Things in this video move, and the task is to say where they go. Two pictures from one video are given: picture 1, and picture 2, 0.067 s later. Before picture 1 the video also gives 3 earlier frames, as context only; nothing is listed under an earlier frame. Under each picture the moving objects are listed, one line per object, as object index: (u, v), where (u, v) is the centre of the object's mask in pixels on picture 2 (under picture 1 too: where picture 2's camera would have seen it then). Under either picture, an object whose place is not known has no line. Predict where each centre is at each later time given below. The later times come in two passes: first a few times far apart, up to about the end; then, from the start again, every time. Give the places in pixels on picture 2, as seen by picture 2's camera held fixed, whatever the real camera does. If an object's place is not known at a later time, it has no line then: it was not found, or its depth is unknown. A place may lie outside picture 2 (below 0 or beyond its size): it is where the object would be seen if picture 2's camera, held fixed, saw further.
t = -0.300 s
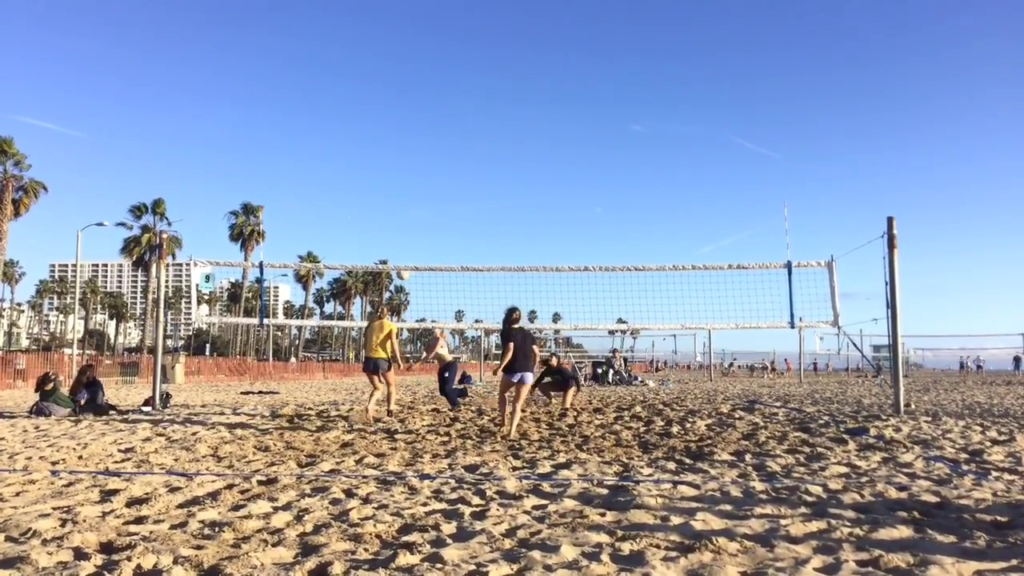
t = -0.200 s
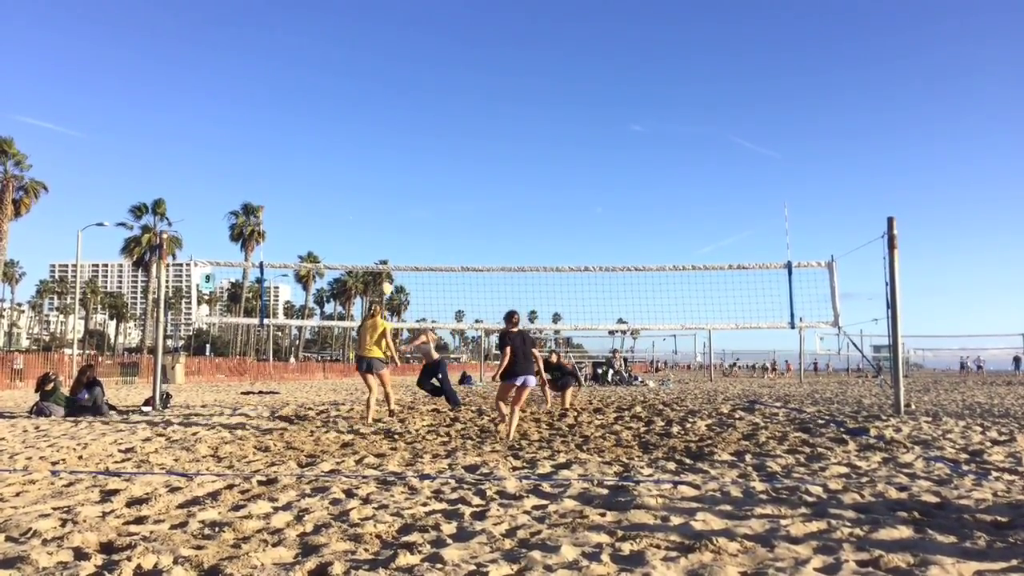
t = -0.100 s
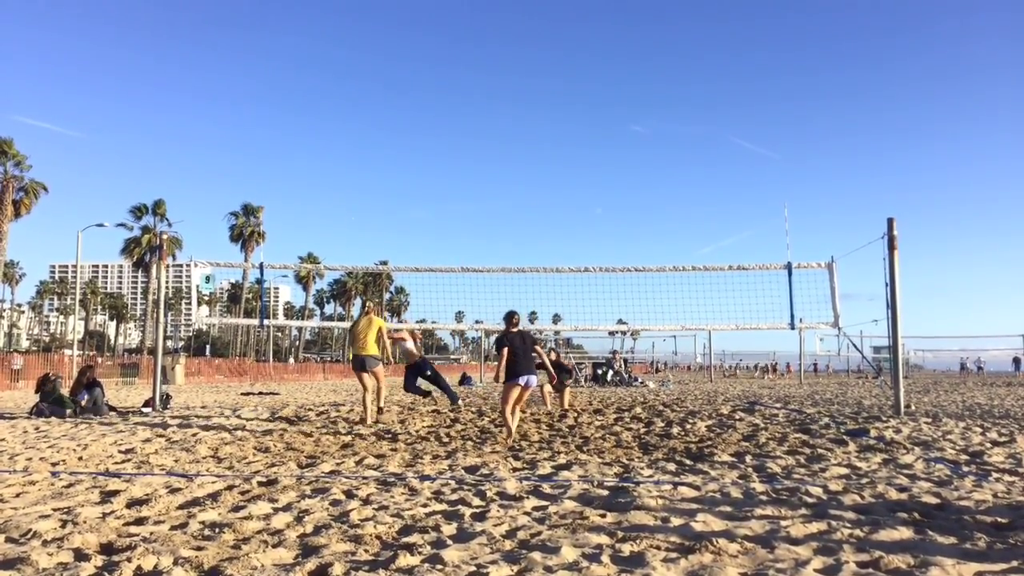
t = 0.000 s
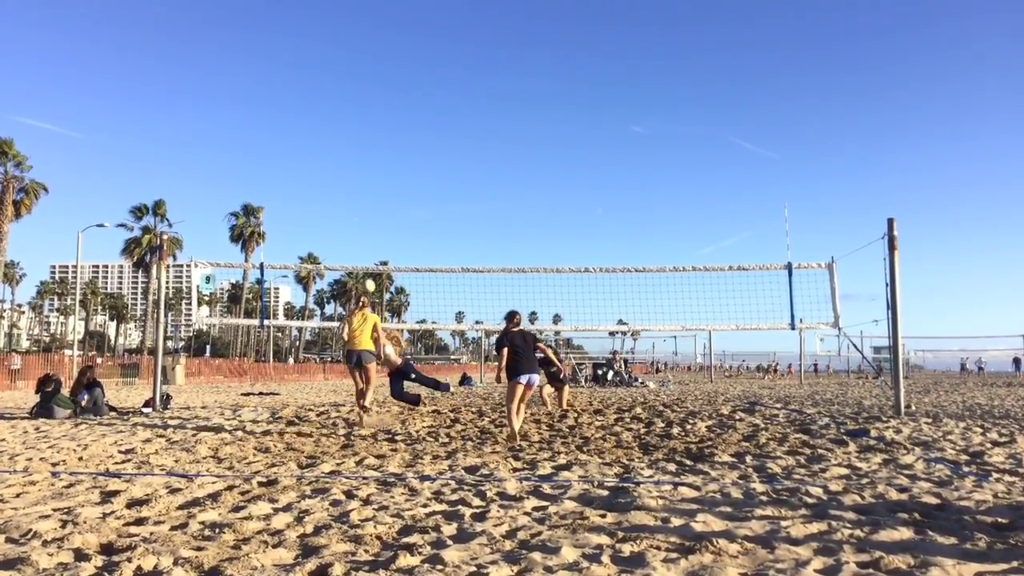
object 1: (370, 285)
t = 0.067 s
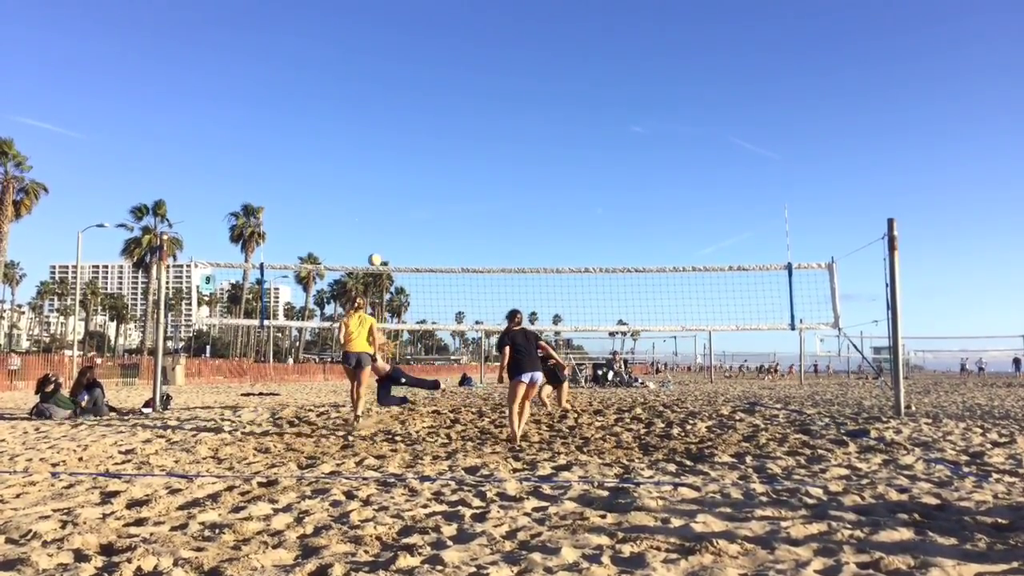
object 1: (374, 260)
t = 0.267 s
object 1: (392, 200)
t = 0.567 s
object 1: (414, 156)
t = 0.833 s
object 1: (429, 159)
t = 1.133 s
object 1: (443, 207)
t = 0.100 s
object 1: (377, 248)
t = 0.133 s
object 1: (381, 237)
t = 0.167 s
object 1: (383, 227)
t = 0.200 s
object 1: (386, 217)
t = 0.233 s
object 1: (389, 208)
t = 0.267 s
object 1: (392, 200)
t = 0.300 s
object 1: (395, 192)
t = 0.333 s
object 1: (398, 185)
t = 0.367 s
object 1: (400, 179)
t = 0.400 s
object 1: (403, 173)
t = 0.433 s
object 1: (405, 169)
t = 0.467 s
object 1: (408, 165)
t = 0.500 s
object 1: (410, 161)
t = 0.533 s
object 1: (412, 158)
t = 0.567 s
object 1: (414, 156)
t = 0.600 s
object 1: (416, 154)
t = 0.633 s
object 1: (418, 153)
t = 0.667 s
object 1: (420, 153)
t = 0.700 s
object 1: (422, 153)
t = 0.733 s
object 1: (424, 154)
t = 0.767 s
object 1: (426, 155)
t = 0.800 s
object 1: (428, 157)
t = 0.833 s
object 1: (429, 159)
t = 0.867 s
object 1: (431, 162)
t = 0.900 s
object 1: (433, 166)
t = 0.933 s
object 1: (434, 170)
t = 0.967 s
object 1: (436, 175)
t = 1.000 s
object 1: (437, 180)
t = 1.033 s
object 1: (439, 187)
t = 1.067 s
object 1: (440, 193)
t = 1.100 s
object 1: (442, 200)
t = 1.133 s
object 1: (443, 207)
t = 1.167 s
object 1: (445, 216)
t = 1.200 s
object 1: (446, 225)
